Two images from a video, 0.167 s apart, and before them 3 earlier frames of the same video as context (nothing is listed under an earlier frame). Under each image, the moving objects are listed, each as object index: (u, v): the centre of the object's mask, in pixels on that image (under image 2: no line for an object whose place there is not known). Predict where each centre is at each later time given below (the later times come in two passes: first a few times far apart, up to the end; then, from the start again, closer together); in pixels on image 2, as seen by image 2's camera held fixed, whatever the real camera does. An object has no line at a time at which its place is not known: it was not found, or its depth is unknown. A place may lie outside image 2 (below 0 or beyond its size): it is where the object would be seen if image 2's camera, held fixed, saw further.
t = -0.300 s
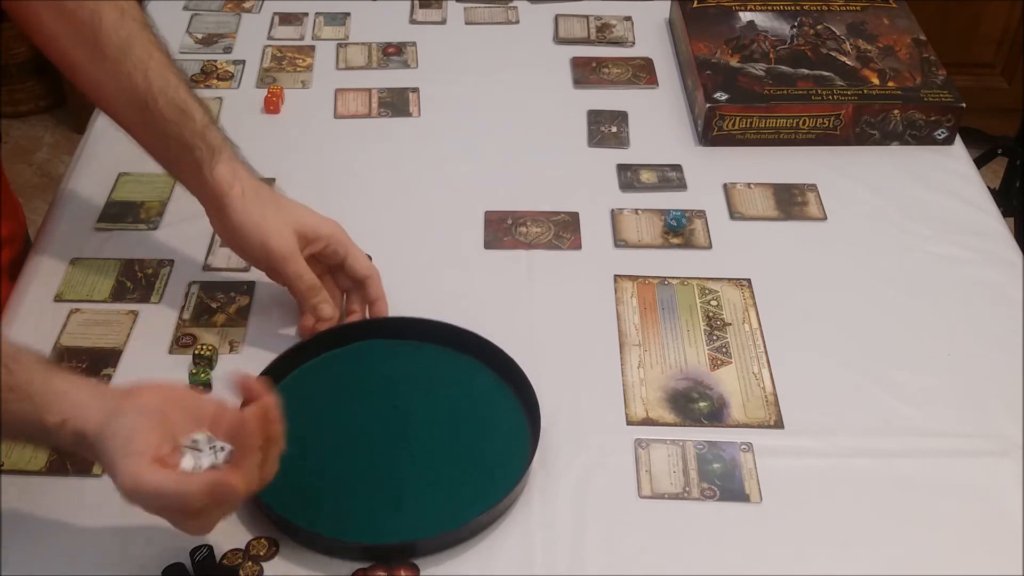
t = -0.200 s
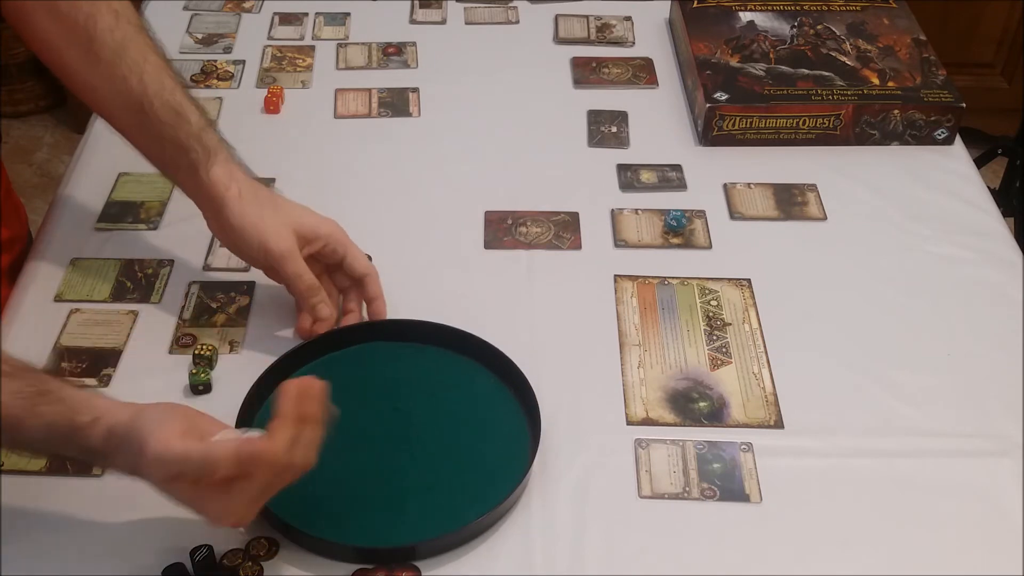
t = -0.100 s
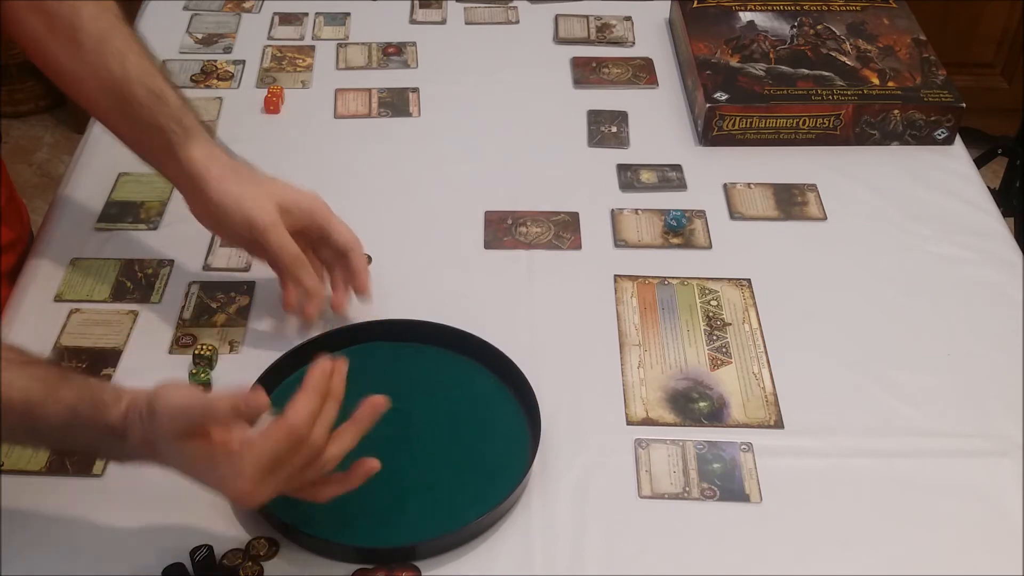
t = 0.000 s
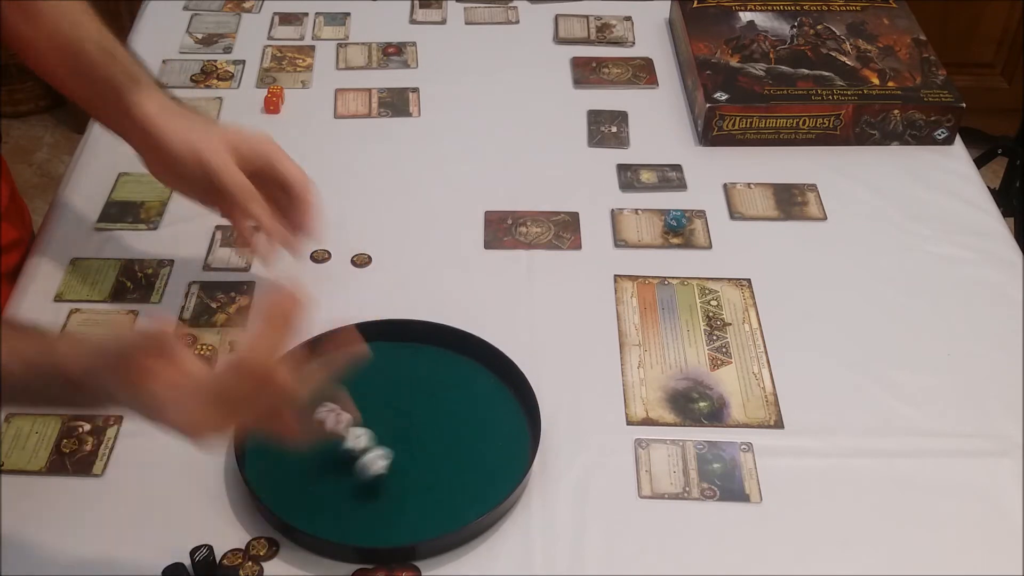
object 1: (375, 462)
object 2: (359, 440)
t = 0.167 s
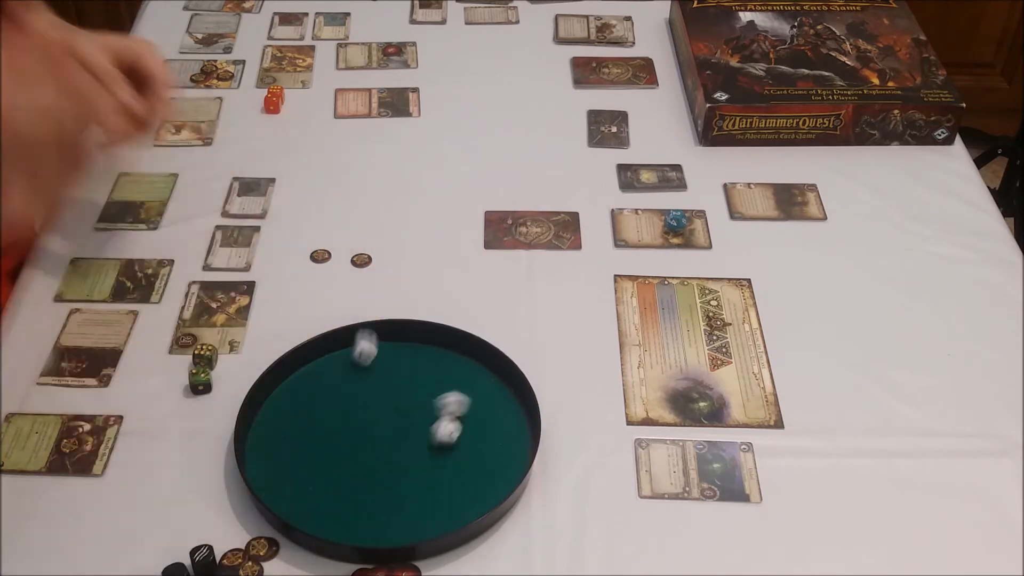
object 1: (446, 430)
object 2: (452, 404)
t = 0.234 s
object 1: (459, 417)
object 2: (487, 395)
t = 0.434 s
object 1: (485, 402)
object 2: (509, 393)
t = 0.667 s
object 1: (485, 402)
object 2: (508, 392)
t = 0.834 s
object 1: (485, 402)
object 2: (508, 392)
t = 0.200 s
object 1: (452, 424)
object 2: (471, 400)
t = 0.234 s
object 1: (459, 417)
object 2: (487, 395)
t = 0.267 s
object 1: (468, 413)
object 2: (504, 392)
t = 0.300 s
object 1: (475, 409)
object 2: (508, 393)
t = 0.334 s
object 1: (483, 403)
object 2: (506, 395)
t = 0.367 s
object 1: (485, 402)
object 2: (508, 393)
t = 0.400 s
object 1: (485, 402)
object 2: (509, 393)
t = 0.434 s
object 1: (485, 402)
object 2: (509, 393)
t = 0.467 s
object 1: (485, 402)
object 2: (509, 392)
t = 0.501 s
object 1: (485, 402)
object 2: (509, 392)
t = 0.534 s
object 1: (485, 402)
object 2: (508, 392)
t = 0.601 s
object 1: (485, 402)
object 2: (508, 392)
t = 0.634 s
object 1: (485, 402)
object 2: (509, 392)
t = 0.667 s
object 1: (485, 402)
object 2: (508, 392)
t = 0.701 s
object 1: (485, 402)
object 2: (509, 392)
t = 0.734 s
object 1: (485, 402)
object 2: (509, 392)
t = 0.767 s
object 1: (485, 402)
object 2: (509, 392)
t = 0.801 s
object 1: (485, 402)
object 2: (509, 392)
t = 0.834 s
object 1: (485, 402)
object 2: (508, 392)
